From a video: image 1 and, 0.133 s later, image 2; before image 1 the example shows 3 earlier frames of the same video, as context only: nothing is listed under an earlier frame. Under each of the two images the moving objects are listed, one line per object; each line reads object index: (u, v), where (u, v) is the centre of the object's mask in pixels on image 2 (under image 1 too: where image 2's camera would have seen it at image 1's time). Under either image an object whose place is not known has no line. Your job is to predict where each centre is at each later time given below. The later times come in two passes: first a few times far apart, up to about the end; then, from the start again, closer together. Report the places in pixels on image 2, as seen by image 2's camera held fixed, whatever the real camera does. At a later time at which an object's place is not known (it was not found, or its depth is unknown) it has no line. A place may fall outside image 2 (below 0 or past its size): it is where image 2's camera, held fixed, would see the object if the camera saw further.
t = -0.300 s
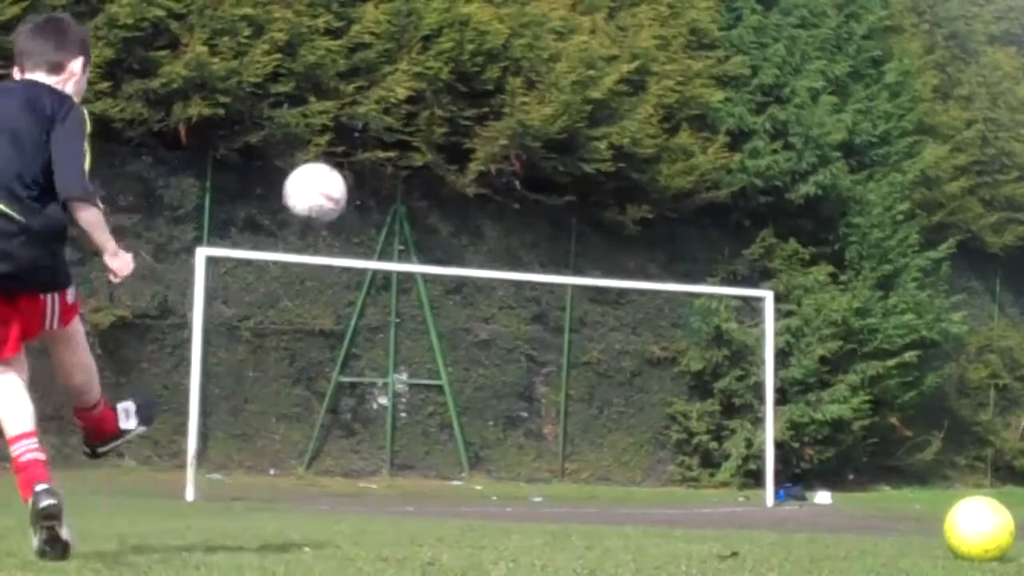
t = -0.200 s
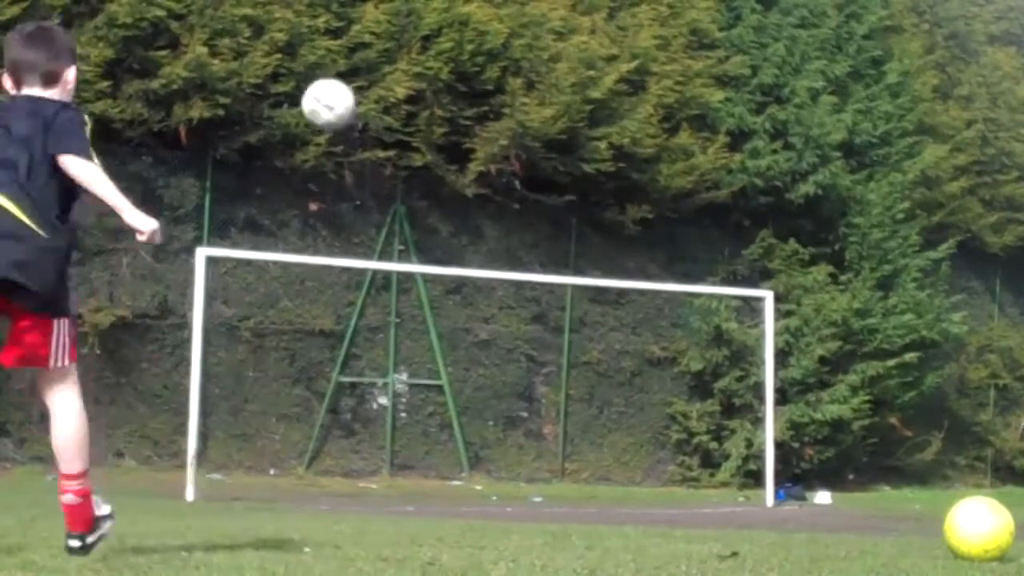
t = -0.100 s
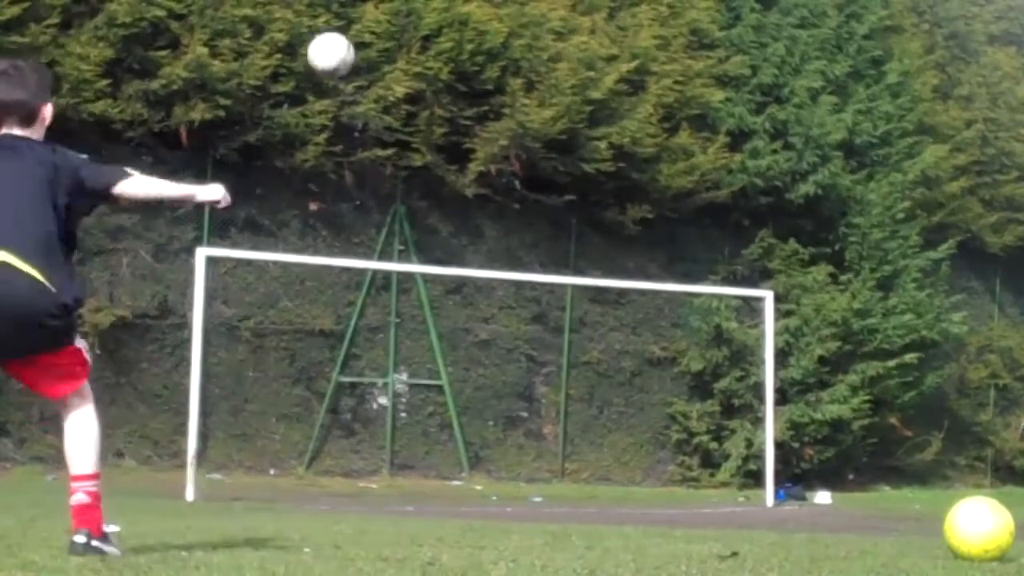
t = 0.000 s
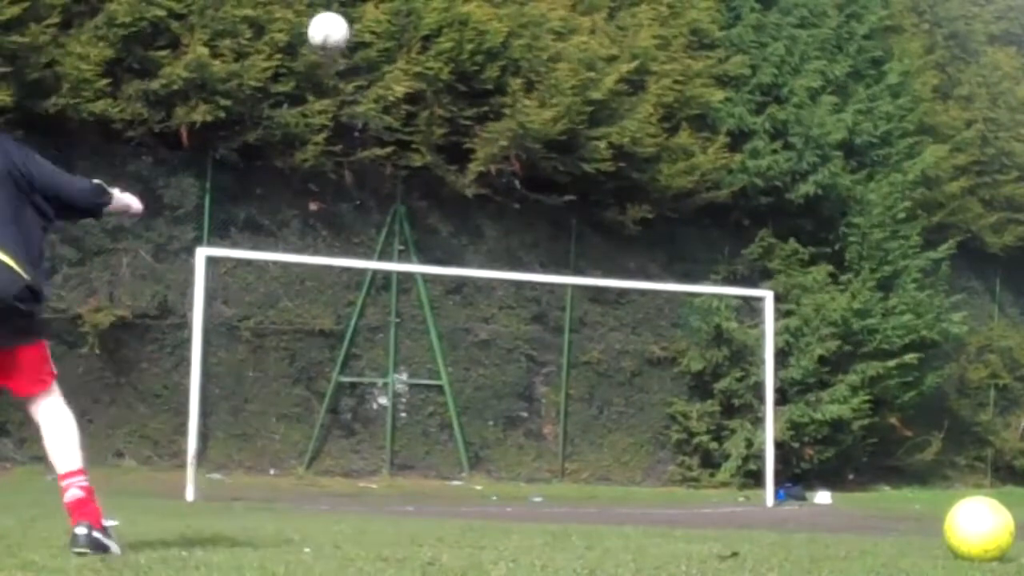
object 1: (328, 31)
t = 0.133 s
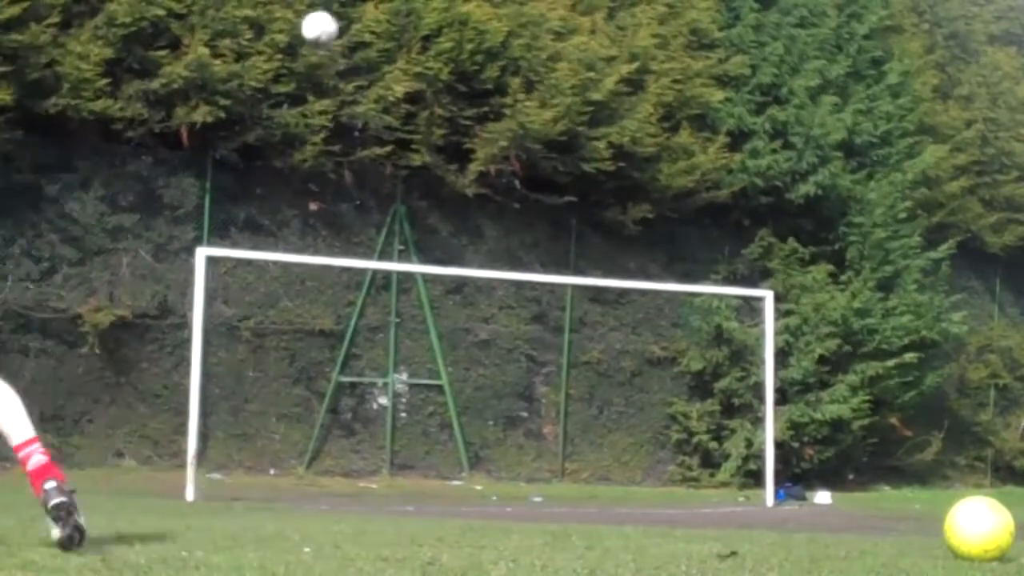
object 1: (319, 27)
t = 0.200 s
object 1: (313, 35)
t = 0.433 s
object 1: (294, 95)
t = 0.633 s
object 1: (273, 174)
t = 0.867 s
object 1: (246, 287)
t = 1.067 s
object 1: (220, 395)
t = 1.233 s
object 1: (201, 469)
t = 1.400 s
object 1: (183, 414)
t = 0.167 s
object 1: (316, 30)
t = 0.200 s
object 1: (313, 35)
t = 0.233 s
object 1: (311, 40)
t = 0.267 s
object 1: (308, 48)
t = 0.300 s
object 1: (305, 55)
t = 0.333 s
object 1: (303, 64)
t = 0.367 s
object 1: (299, 73)
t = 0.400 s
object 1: (297, 84)
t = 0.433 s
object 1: (294, 95)
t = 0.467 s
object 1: (290, 106)
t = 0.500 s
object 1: (287, 118)
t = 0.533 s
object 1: (284, 132)
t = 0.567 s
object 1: (281, 146)
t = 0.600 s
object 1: (277, 159)
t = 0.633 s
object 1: (273, 174)
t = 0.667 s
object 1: (270, 189)
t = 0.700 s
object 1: (266, 204)
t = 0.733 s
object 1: (262, 221)
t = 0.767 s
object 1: (258, 237)
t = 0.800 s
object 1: (254, 253)
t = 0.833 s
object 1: (250, 270)
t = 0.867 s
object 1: (246, 287)
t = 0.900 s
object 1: (241, 304)
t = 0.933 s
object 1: (237, 322)
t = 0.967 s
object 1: (233, 340)
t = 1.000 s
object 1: (229, 358)
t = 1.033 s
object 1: (224, 377)
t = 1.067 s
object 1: (220, 395)
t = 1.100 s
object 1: (216, 413)
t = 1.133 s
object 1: (212, 432)
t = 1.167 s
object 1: (207, 452)
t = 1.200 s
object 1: (203, 472)
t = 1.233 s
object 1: (201, 469)
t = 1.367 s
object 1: (183, 423)
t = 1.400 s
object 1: (183, 414)
